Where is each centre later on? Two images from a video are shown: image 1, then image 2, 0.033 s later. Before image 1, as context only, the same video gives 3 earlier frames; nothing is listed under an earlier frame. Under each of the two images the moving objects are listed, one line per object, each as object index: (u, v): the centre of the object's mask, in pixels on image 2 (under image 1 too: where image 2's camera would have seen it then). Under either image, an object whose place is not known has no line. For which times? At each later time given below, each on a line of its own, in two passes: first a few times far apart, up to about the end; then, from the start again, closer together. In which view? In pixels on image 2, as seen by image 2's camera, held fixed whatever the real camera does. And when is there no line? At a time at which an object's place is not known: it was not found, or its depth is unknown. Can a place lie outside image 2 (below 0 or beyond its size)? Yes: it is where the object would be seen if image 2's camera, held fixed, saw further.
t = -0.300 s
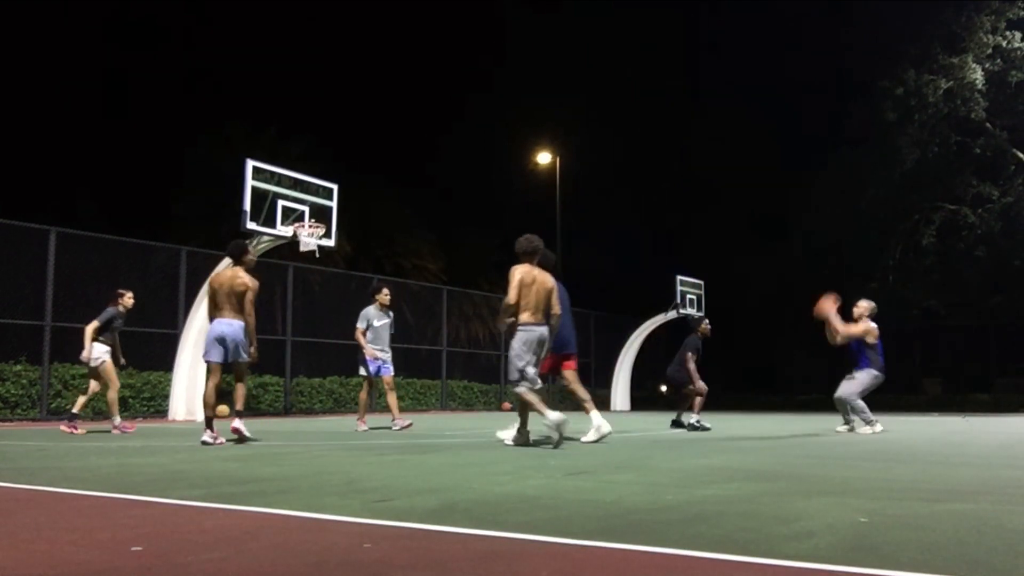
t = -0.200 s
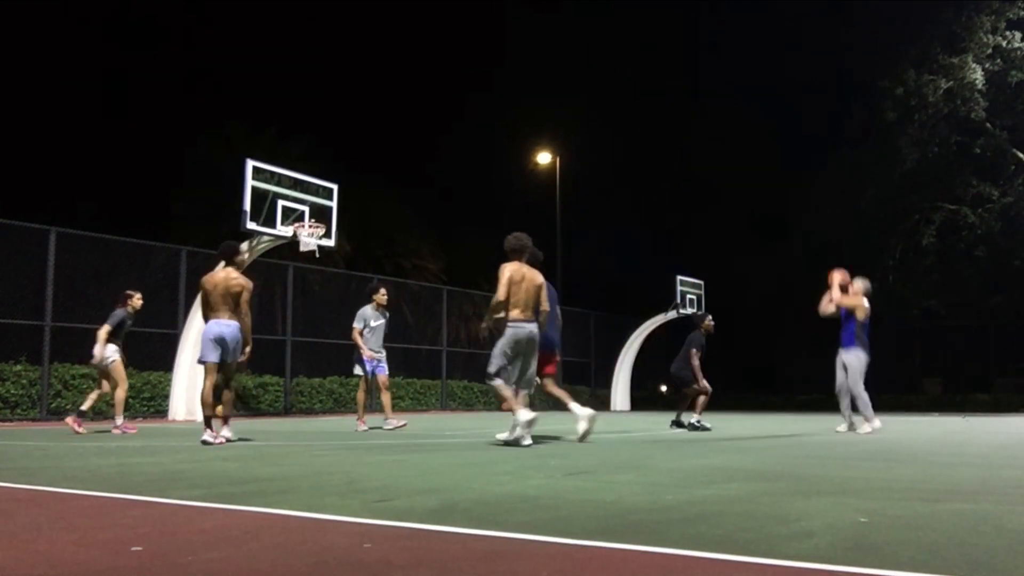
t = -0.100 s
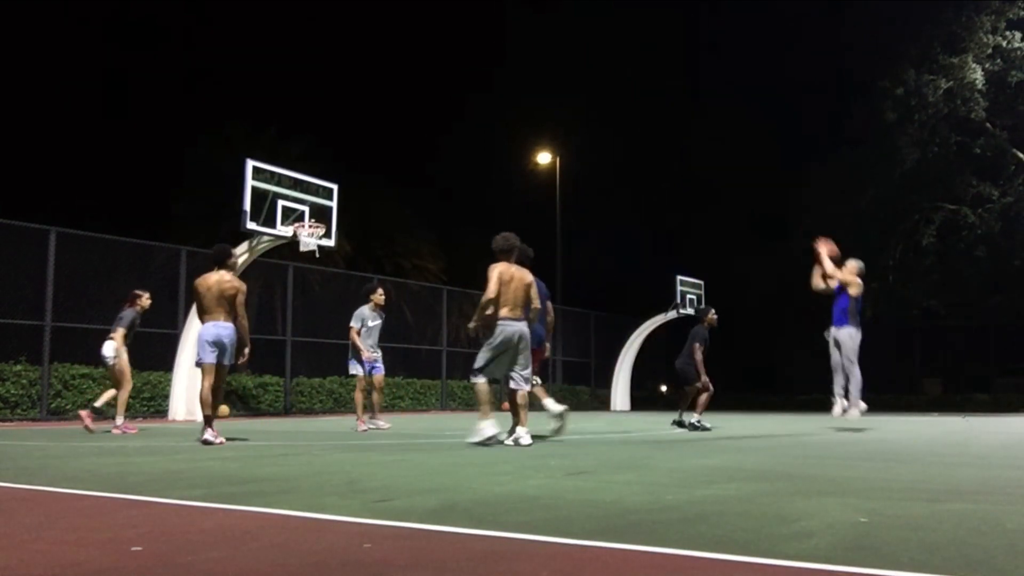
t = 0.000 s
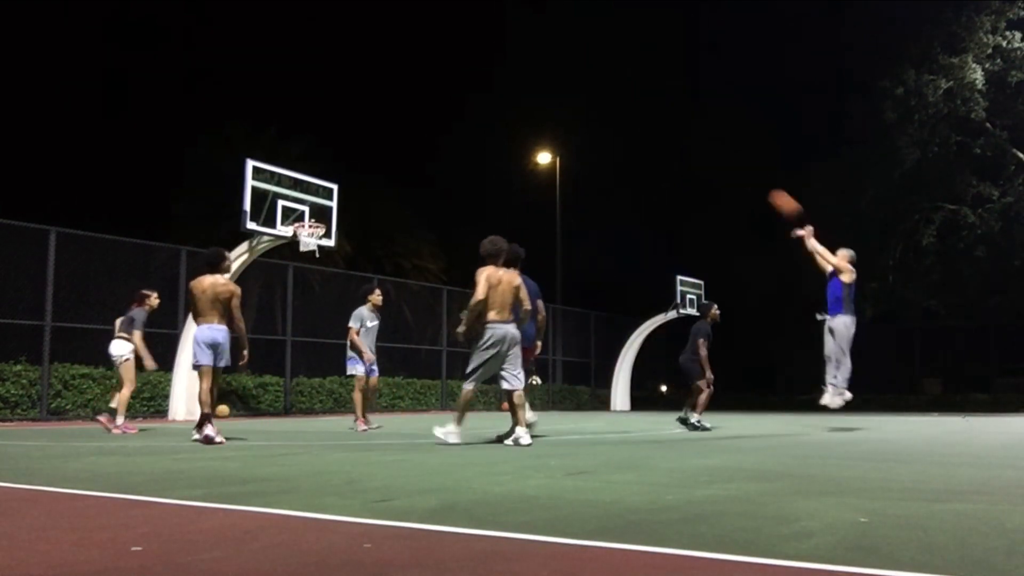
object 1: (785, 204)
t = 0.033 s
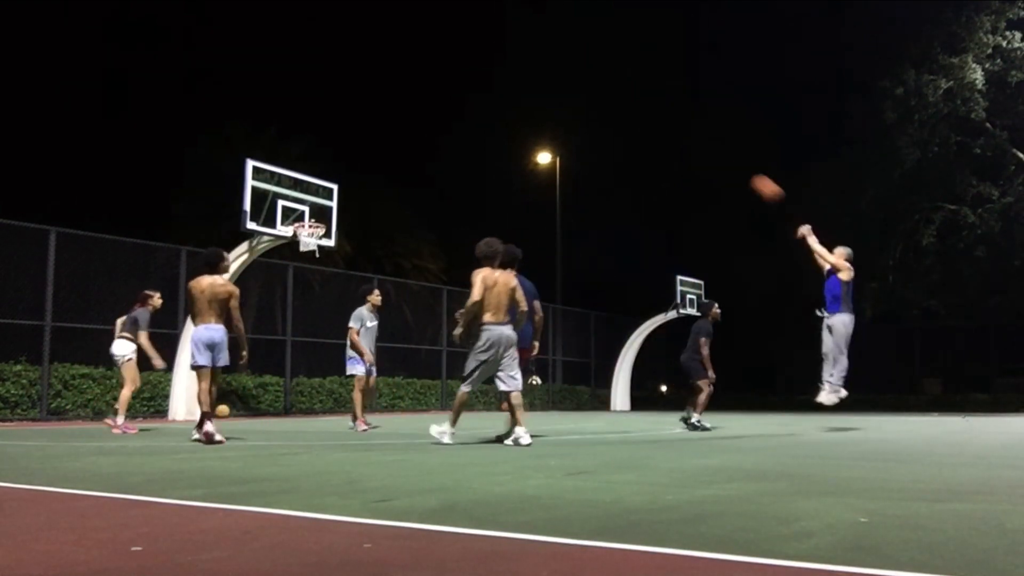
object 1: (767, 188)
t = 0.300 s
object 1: (638, 108)
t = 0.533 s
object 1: (543, 88)
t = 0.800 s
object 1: (449, 110)
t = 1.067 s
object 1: (365, 172)
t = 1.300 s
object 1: (311, 211)
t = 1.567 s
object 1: (320, 198)
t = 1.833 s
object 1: (346, 224)
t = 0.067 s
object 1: (749, 174)
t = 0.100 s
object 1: (732, 161)
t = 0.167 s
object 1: (700, 139)
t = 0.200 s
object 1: (684, 130)
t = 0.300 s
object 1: (638, 108)
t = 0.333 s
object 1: (624, 103)
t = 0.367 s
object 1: (610, 98)
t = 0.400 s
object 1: (596, 95)
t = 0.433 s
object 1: (583, 92)
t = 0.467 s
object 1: (570, 90)
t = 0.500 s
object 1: (556, 88)
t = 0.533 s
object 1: (543, 88)
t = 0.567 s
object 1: (531, 88)
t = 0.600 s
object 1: (518, 90)
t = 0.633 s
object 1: (507, 91)
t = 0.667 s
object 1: (495, 94)
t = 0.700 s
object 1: (483, 96)
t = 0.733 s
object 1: (472, 100)
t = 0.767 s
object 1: (460, 105)
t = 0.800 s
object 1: (449, 110)
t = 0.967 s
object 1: (396, 144)
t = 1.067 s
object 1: (365, 172)
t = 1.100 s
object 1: (355, 182)
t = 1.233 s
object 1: (320, 216)
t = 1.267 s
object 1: (316, 213)
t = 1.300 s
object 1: (311, 211)
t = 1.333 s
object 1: (306, 209)
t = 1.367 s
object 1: (301, 208)
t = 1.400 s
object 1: (304, 205)
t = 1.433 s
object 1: (307, 203)
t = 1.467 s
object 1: (310, 199)
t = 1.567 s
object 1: (320, 198)
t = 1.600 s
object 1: (323, 199)
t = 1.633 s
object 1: (326, 200)
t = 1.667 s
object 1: (330, 203)
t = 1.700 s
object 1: (334, 206)
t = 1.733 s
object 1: (337, 210)
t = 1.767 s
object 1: (341, 214)
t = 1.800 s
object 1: (344, 219)
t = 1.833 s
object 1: (346, 224)
